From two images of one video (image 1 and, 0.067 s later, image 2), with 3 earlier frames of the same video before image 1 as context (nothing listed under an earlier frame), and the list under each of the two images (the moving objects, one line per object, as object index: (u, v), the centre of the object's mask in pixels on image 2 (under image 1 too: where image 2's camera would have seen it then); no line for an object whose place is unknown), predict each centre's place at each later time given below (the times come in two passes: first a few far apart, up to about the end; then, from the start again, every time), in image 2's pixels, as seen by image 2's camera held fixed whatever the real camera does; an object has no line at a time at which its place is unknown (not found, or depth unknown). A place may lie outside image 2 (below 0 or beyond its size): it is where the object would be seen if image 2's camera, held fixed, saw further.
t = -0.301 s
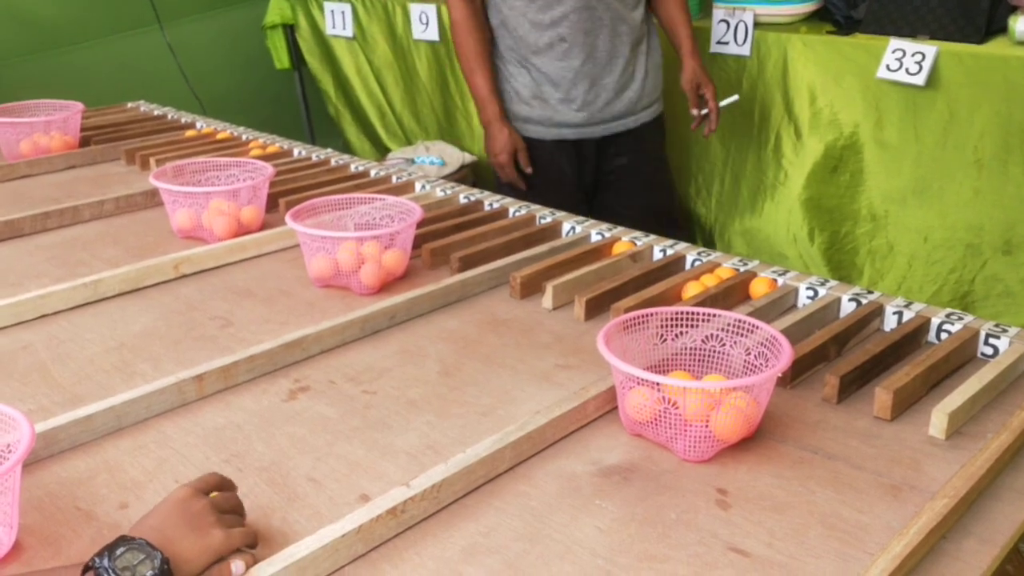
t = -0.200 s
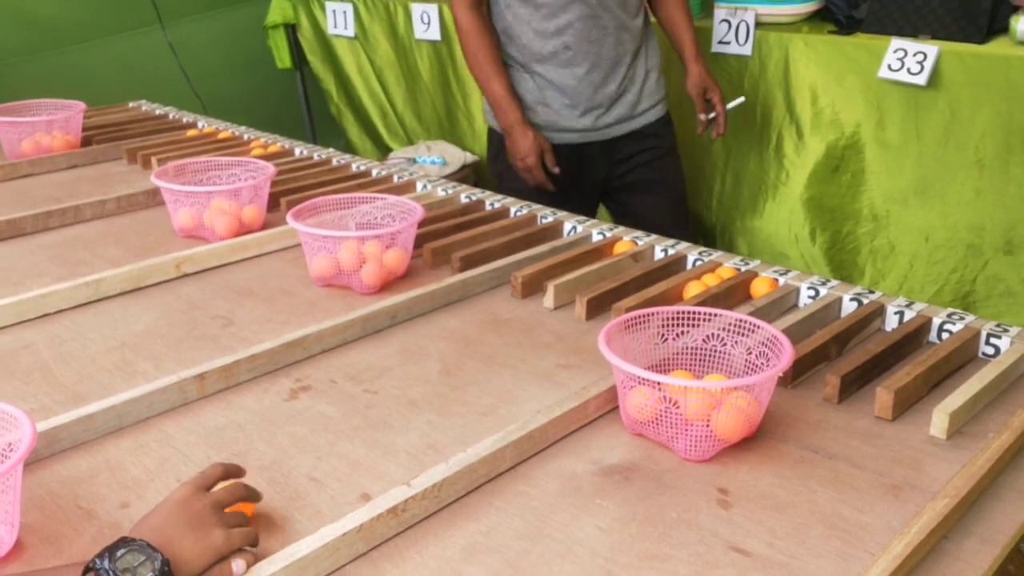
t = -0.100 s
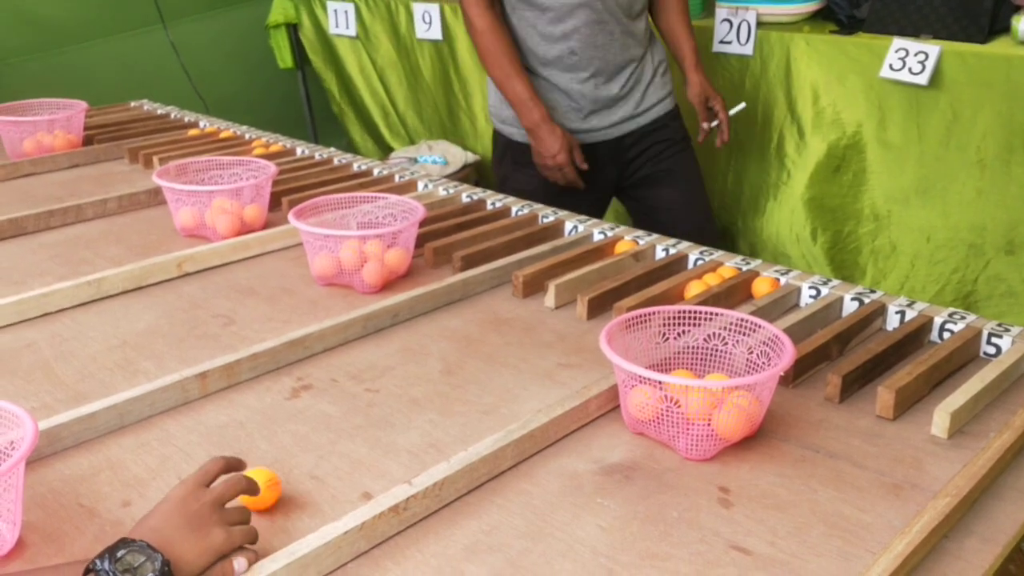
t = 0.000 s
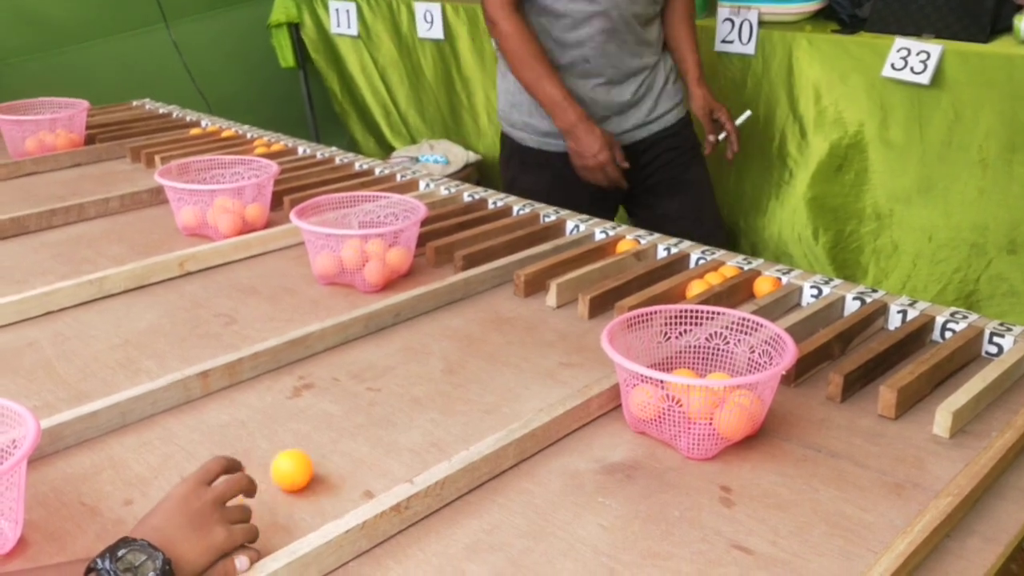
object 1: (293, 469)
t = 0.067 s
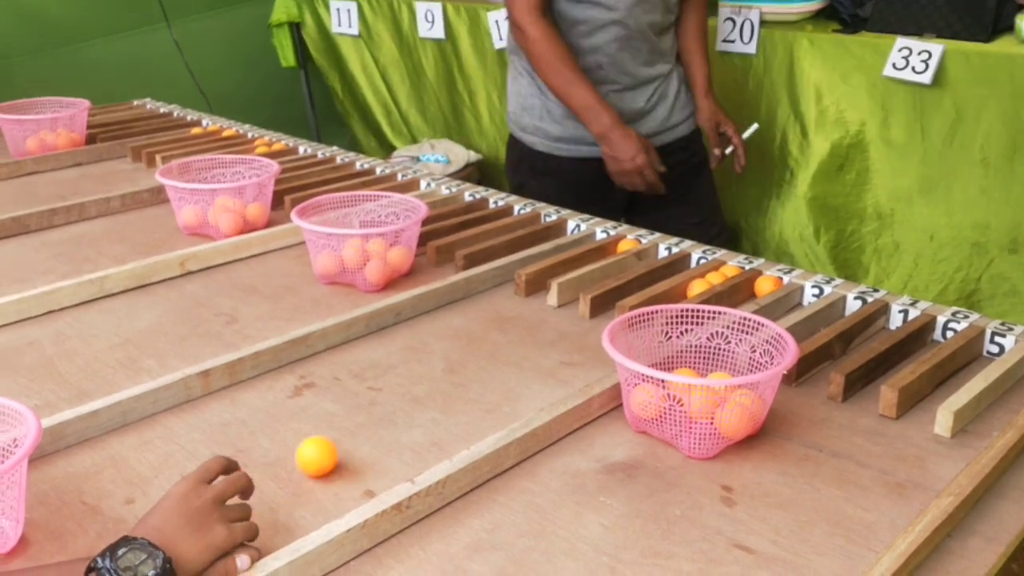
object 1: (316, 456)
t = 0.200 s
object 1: (369, 428)
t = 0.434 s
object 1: (470, 375)
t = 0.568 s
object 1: (530, 344)
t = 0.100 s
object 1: (329, 450)
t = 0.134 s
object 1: (342, 442)
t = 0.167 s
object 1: (355, 435)
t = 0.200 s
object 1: (369, 428)
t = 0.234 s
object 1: (383, 421)
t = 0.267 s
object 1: (397, 413)
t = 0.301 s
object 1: (412, 406)
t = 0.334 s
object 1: (426, 398)
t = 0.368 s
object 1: (441, 390)
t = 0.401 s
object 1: (456, 382)
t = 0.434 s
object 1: (470, 375)
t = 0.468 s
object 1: (485, 367)
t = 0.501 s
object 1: (500, 359)
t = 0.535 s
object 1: (515, 352)
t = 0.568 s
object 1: (530, 344)
